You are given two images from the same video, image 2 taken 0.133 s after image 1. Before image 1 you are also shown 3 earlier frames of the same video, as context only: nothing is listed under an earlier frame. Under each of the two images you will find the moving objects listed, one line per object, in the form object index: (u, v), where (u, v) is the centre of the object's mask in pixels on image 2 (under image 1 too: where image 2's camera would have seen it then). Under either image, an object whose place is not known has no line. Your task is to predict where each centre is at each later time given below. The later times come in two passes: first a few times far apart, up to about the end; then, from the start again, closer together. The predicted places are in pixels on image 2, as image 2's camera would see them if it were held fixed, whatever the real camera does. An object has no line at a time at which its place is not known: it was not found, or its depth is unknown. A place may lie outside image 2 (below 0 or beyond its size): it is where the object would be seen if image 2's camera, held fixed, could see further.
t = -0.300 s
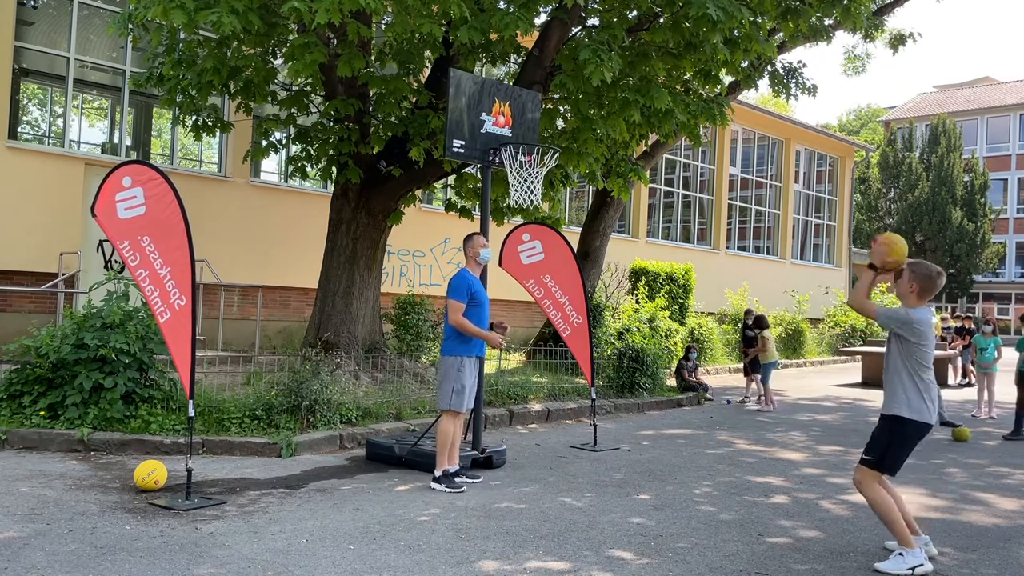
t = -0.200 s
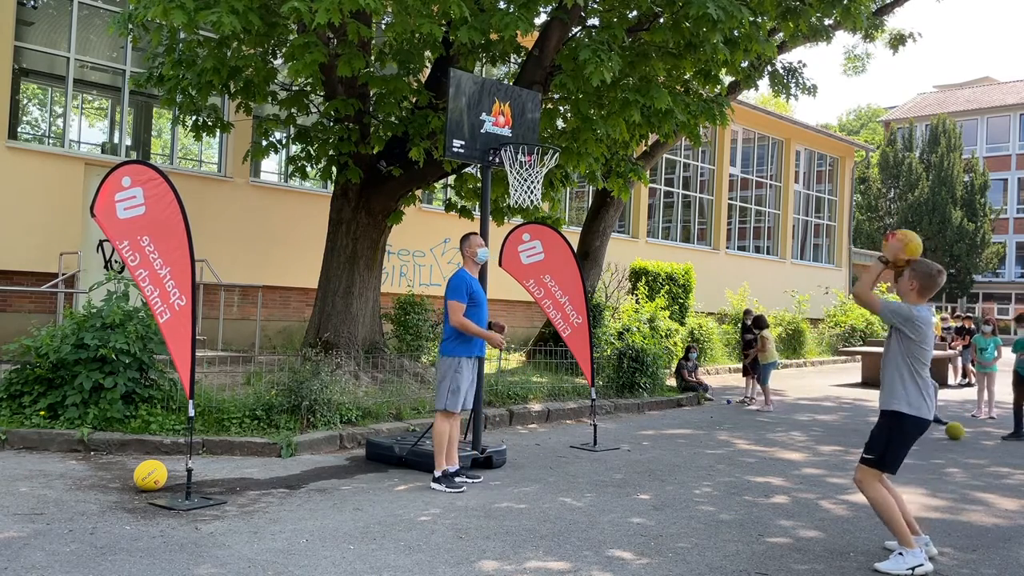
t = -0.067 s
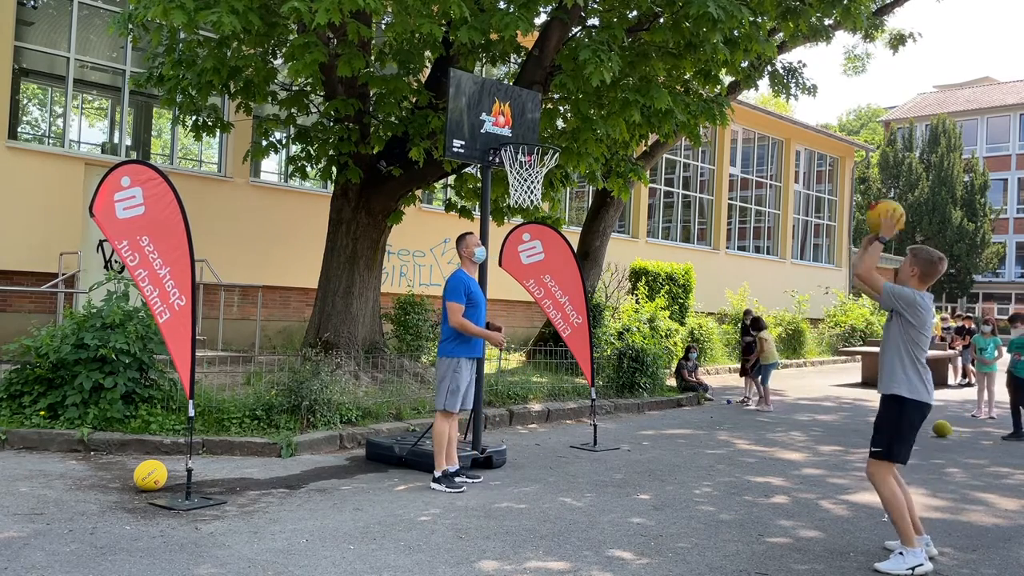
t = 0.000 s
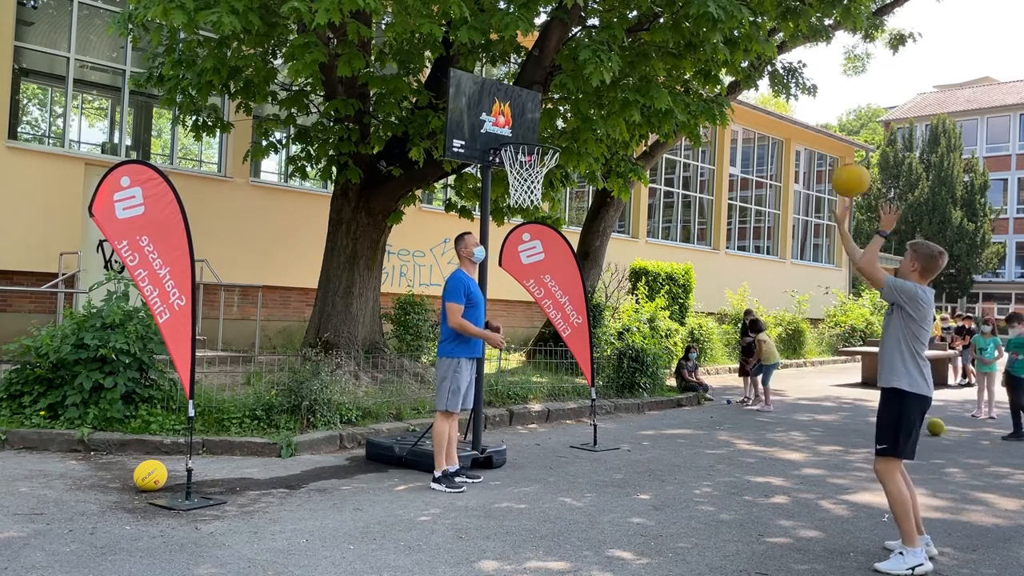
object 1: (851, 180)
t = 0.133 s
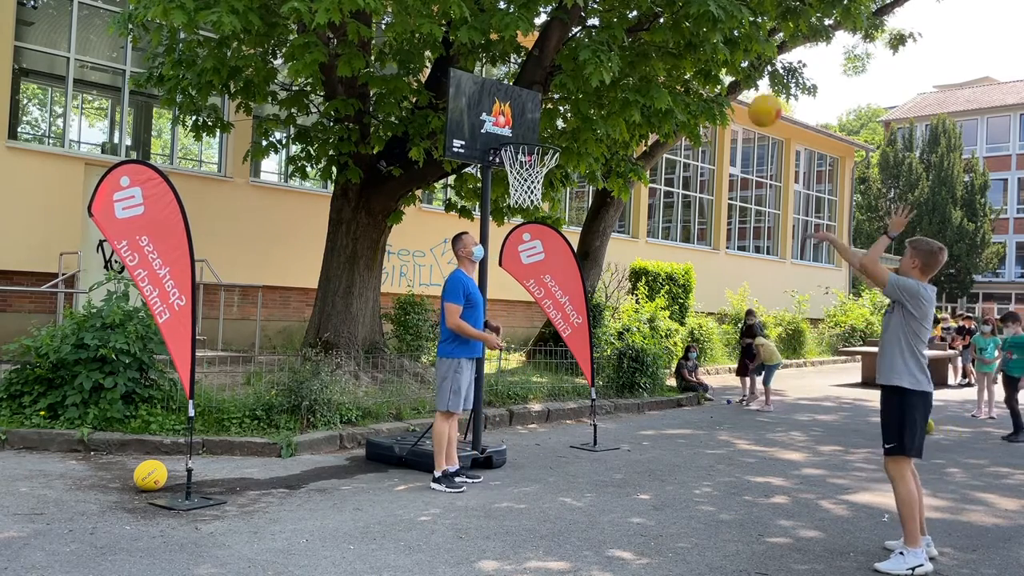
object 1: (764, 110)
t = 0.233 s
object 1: (708, 81)
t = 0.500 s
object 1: (578, 81)
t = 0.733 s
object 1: (508, 130)
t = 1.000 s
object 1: (571, 103)
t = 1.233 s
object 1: (631, 158)
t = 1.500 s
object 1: (704, 335)
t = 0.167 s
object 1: (744, 98)
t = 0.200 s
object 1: (726, 89)
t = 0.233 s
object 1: (708, 81)
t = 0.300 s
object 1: (673, 72)
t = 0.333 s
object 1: (656, 70)
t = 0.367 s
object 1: (639, 69)
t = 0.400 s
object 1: (623, 70)
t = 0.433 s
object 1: (608, 72)
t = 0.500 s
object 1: (578, 81)
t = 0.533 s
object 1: (563, 87)
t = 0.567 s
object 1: (549, 95)
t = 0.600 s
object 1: (536, 103)
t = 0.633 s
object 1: (523, 113)
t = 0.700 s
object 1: (500, 133)
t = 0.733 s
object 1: (508, 130)
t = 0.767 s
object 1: (516, 123)
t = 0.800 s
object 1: (524, 116)
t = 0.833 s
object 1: (531, 110)
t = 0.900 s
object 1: (547, 103)
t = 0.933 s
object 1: (555, 102)
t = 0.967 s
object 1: (563, 102)
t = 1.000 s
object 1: (571, 103)
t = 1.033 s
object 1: (579, 106)
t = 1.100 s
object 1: (596, 117)
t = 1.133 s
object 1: (605, 125)
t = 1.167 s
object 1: (613, 134)
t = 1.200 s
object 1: (623, 145)
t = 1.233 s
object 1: (631, 158)
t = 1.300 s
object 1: (648, 190)
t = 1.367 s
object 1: (667, 230)
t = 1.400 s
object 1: (675, 253)
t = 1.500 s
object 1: (704, 335)
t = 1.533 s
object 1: (715, 368)
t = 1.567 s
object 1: (725, 403)
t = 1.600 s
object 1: (734, 441)
